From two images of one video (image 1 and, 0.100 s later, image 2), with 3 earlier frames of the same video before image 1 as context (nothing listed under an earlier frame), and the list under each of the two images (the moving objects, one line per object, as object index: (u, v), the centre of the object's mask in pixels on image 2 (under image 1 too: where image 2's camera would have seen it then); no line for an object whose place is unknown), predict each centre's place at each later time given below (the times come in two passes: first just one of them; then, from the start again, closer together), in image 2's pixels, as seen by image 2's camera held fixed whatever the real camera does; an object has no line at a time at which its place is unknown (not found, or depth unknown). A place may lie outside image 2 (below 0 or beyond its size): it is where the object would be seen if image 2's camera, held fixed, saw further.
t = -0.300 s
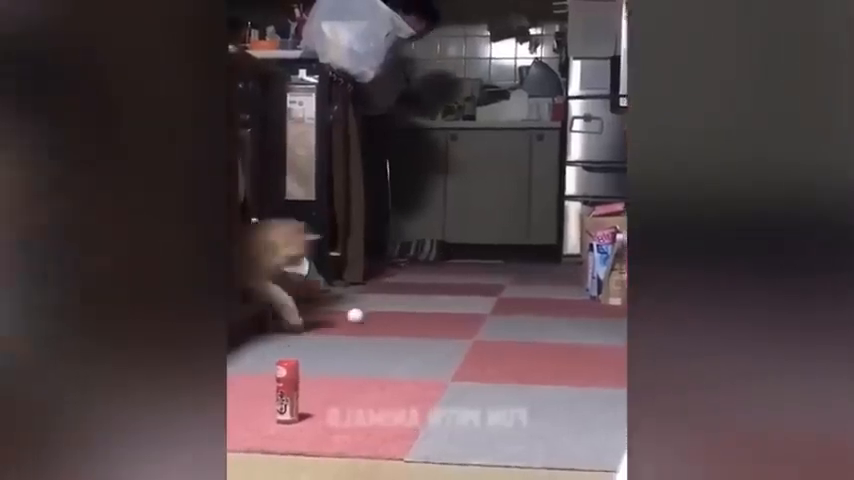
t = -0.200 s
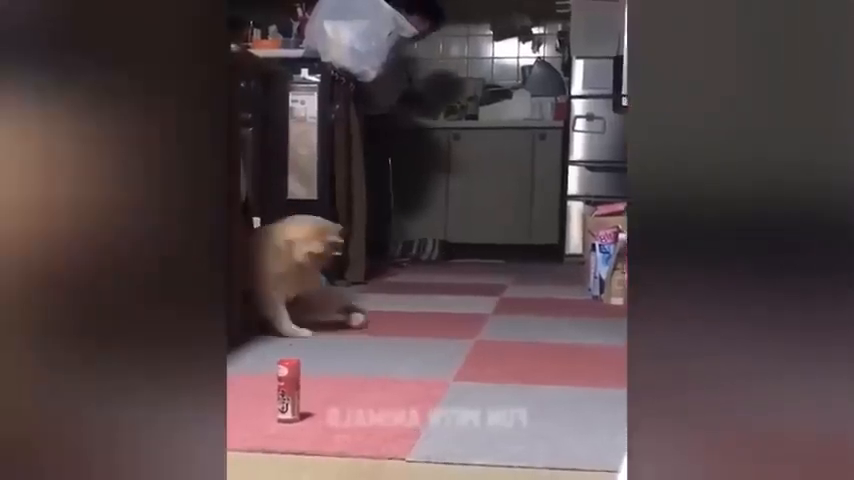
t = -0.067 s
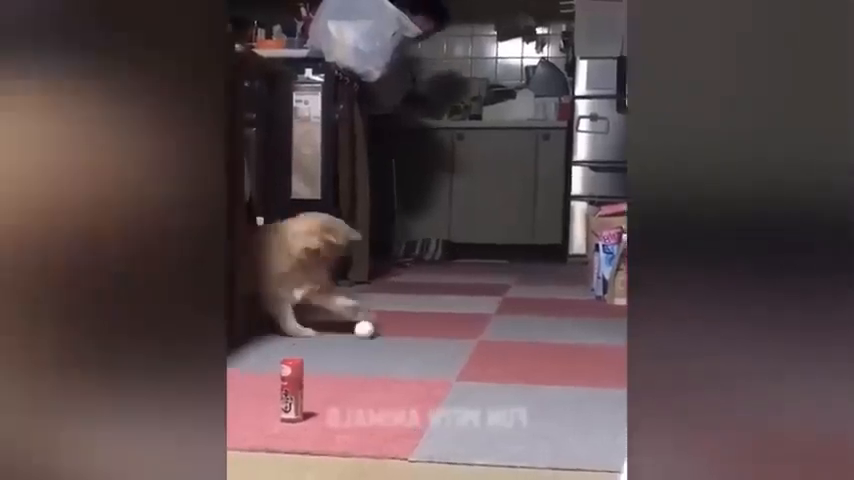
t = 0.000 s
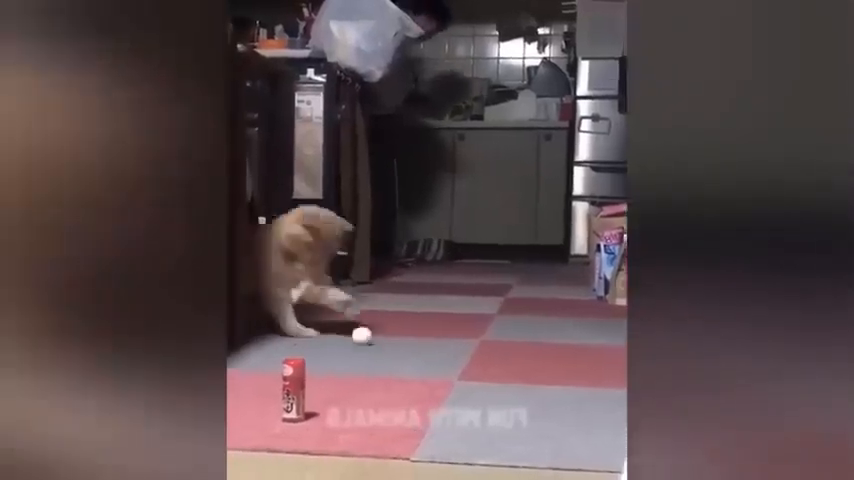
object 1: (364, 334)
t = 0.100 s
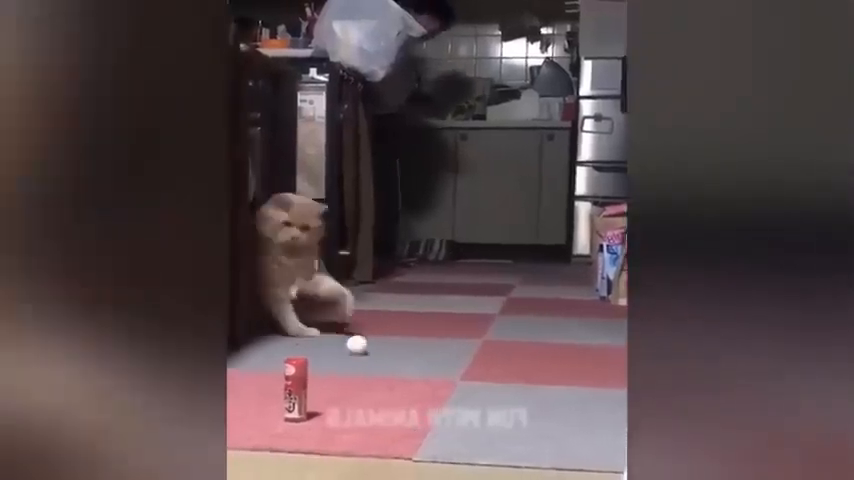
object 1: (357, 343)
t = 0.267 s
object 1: (341, 361)
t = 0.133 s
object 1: (353, 347)
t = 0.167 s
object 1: (351, 351)
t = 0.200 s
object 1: (348, 354)
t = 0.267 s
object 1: (341, 361)
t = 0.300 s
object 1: (337, 365)
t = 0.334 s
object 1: (333, 370)
